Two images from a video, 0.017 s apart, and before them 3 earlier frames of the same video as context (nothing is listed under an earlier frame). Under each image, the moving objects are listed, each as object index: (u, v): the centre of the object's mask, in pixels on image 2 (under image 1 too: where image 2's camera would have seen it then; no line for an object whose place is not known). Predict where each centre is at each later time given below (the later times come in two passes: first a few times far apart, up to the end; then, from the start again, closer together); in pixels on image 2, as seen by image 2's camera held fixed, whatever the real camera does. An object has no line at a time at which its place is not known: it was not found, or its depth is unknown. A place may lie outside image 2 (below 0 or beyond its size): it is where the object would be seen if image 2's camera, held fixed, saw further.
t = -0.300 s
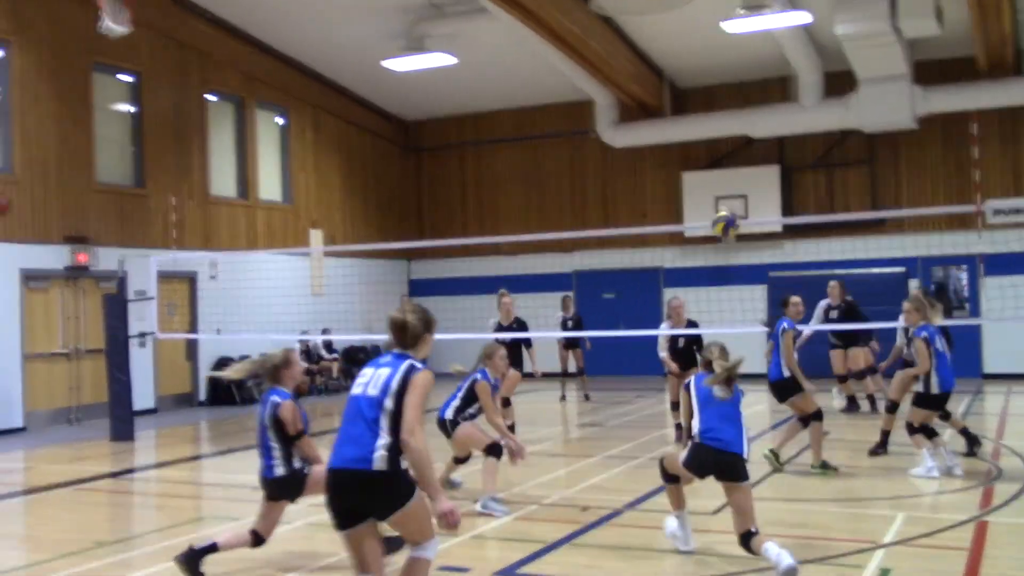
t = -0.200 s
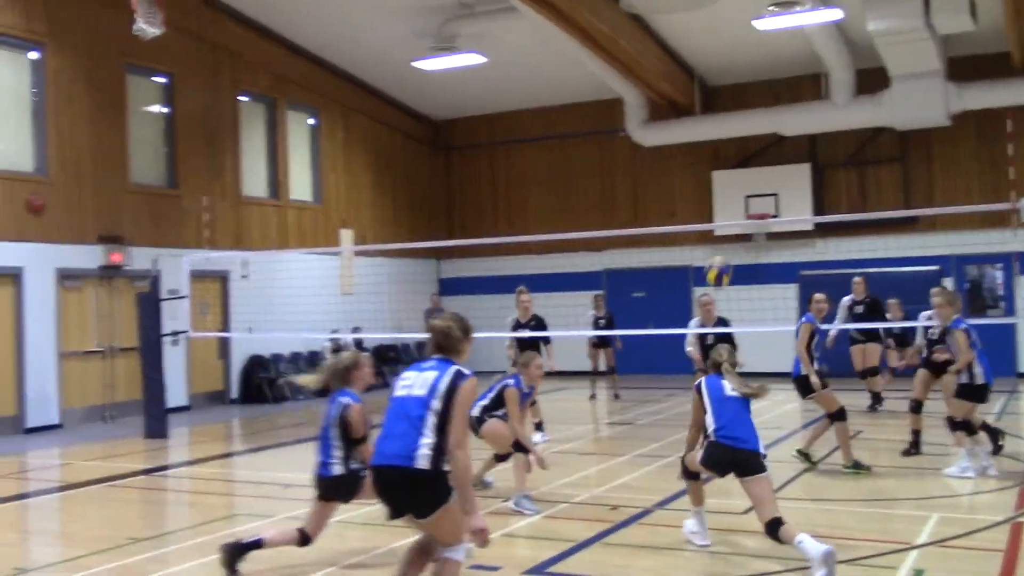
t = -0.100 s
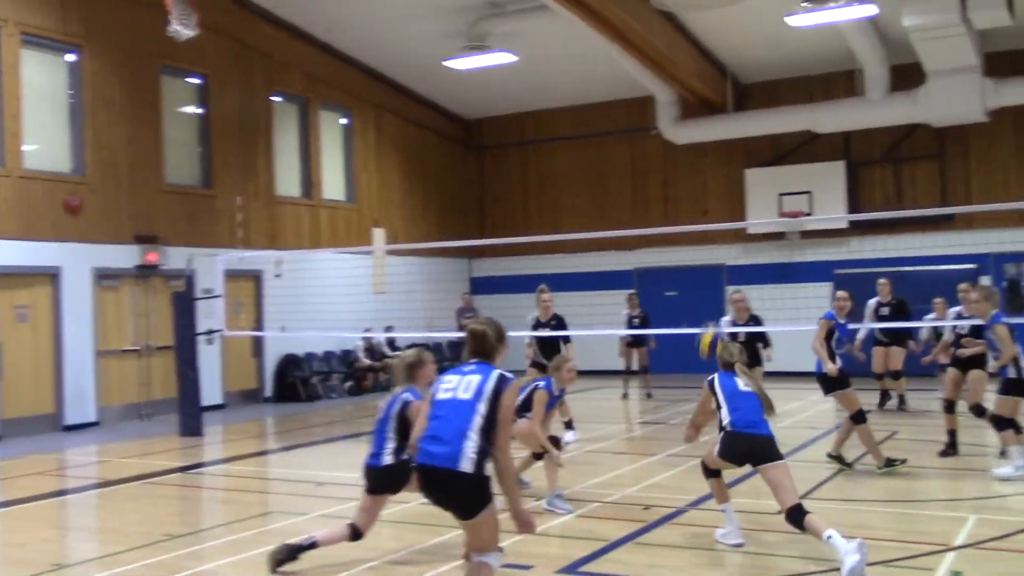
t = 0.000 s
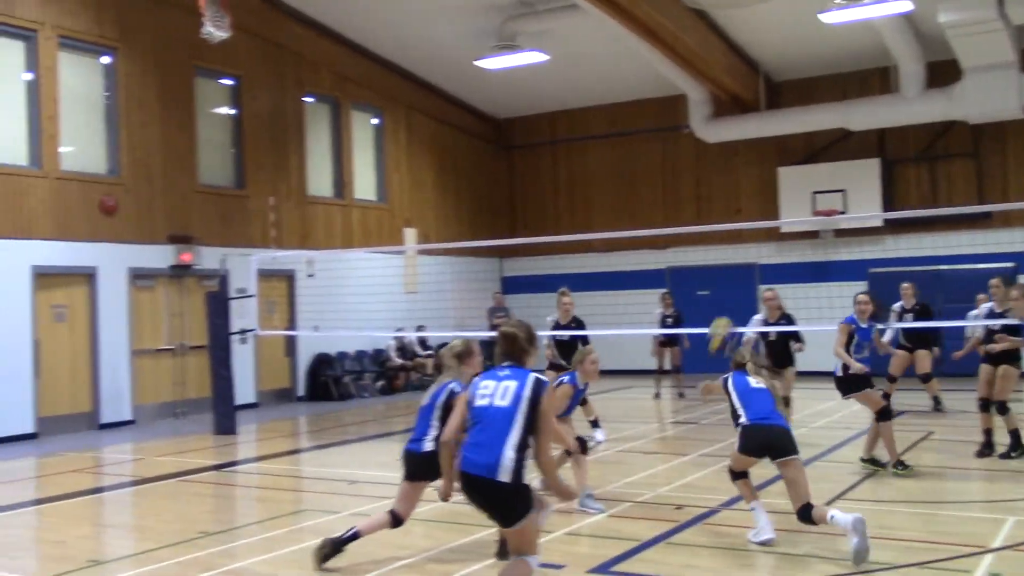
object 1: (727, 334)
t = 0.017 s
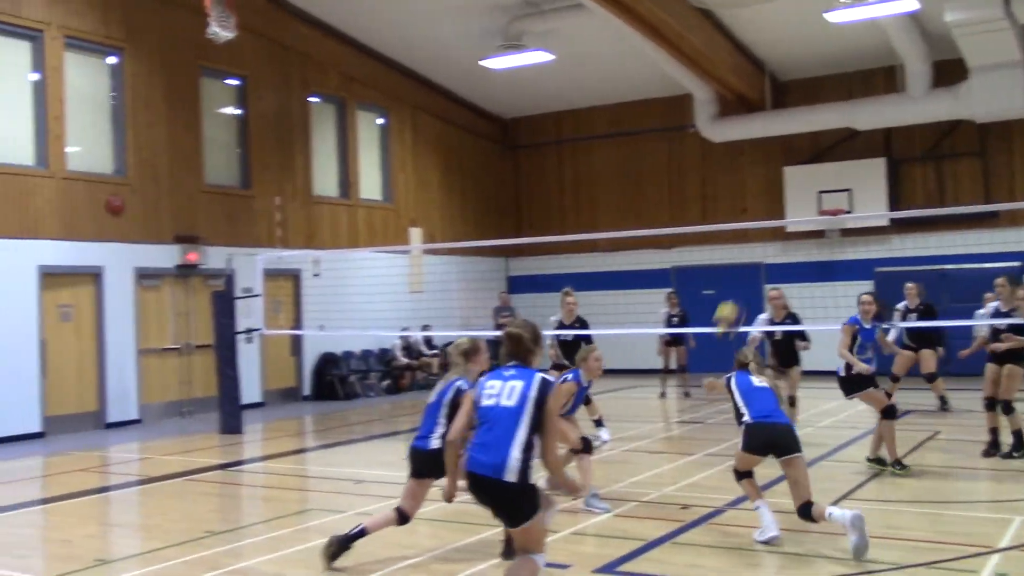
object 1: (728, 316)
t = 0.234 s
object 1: (735, 157)
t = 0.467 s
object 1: (746, 72)
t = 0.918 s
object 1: (769, 93)
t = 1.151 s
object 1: (780, 176)
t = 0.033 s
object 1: (729, 303)
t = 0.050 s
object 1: (729, 287)
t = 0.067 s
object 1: (730, 273)
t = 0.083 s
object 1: (730, 258)
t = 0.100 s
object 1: (730, 245)
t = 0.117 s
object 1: (729, 232)
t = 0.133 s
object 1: (730, 220)
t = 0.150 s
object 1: (732, 208)
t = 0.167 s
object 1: (733, 197)
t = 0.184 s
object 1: (734, 186)
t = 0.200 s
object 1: (734, 175)
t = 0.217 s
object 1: (735, 166)
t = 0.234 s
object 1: (735, 157)
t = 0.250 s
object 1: (736, 149)
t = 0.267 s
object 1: (736, 141)
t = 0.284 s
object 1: (738, 133)
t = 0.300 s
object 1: (739, 124)
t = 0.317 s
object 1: (739, 117)
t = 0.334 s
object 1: (741, 110)
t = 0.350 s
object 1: (740, 104)
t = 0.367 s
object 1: (740, 100)
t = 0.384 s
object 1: (742, 94)
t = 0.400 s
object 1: (743, 89)
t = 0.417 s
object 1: (744, 84)
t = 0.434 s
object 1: (745, 80)
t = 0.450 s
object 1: (745, 75)
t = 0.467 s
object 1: (746, 72)
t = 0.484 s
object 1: (747, 69)
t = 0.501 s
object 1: (748, 66)
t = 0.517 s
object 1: (749, 64)
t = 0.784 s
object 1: (762, 64)
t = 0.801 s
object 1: (763, 68)
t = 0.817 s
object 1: (764, 71)
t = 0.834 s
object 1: (765, 74)
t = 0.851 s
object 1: (766, 77)
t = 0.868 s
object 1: (767, 80)
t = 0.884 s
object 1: (767, 85)
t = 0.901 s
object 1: (768, 89)
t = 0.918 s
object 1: (769, 93)
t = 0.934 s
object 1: (770, 97)
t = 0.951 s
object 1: (771, 102)
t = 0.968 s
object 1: (772, 106)
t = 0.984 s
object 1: (772, 111)
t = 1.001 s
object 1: (773, 116)
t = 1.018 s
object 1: (773, 123)
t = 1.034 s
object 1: (775, 130)
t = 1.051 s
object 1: (776, 135)
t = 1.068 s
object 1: (776, 142)
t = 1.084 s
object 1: (777, 148)
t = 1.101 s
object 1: (778, 154)
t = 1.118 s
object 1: (779, 161)
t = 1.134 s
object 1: (780, 169)
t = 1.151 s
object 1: (780, 176)
